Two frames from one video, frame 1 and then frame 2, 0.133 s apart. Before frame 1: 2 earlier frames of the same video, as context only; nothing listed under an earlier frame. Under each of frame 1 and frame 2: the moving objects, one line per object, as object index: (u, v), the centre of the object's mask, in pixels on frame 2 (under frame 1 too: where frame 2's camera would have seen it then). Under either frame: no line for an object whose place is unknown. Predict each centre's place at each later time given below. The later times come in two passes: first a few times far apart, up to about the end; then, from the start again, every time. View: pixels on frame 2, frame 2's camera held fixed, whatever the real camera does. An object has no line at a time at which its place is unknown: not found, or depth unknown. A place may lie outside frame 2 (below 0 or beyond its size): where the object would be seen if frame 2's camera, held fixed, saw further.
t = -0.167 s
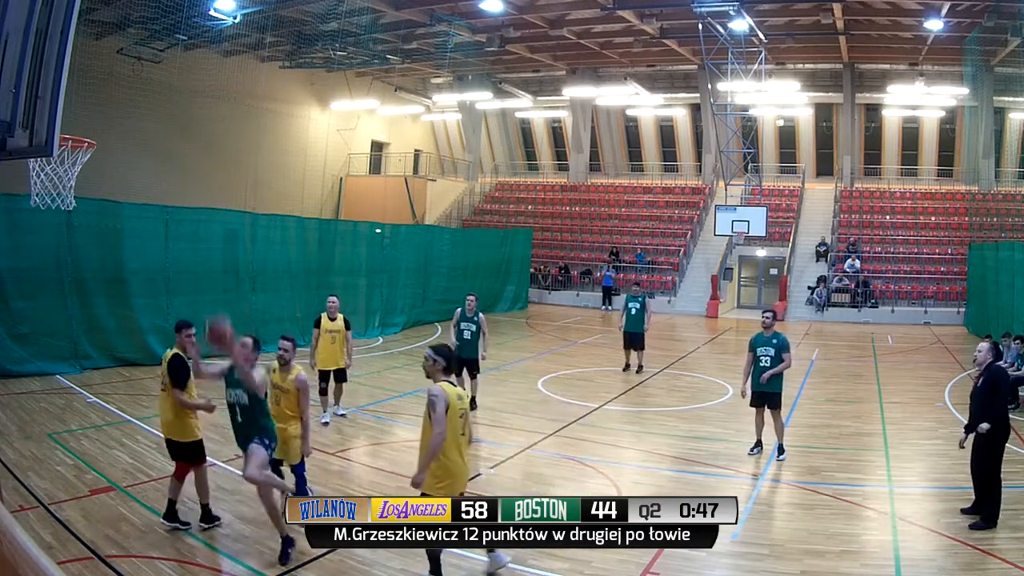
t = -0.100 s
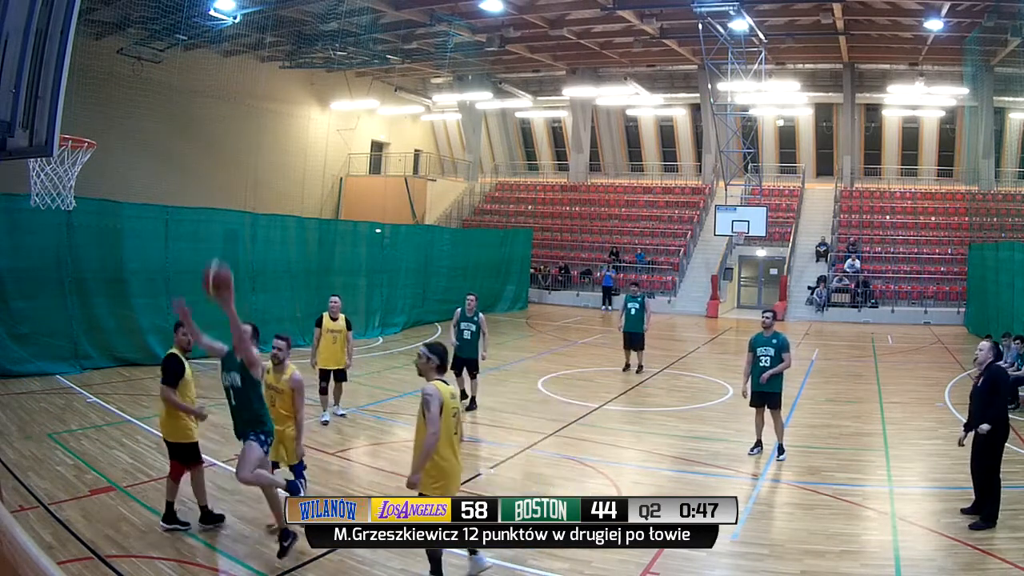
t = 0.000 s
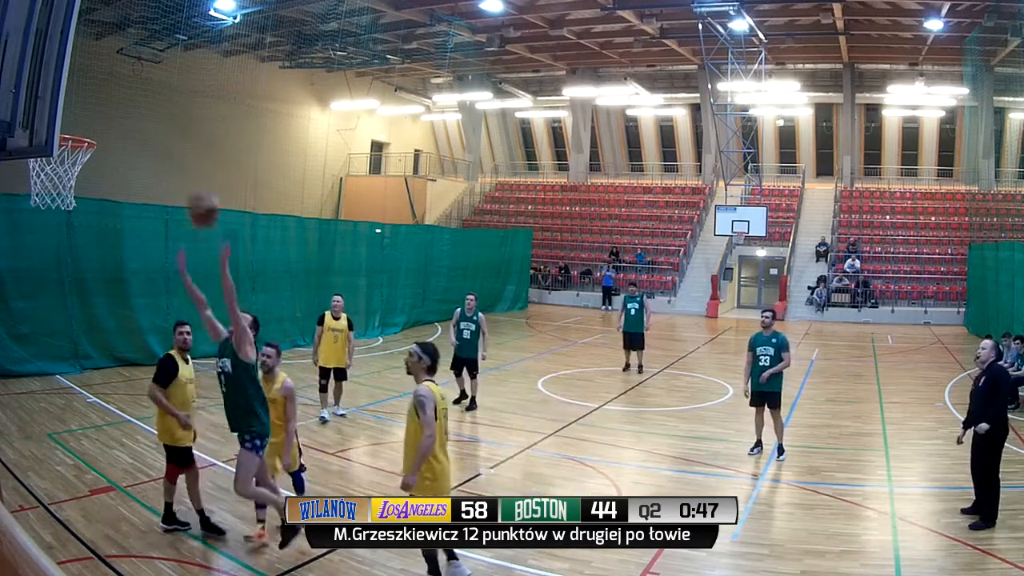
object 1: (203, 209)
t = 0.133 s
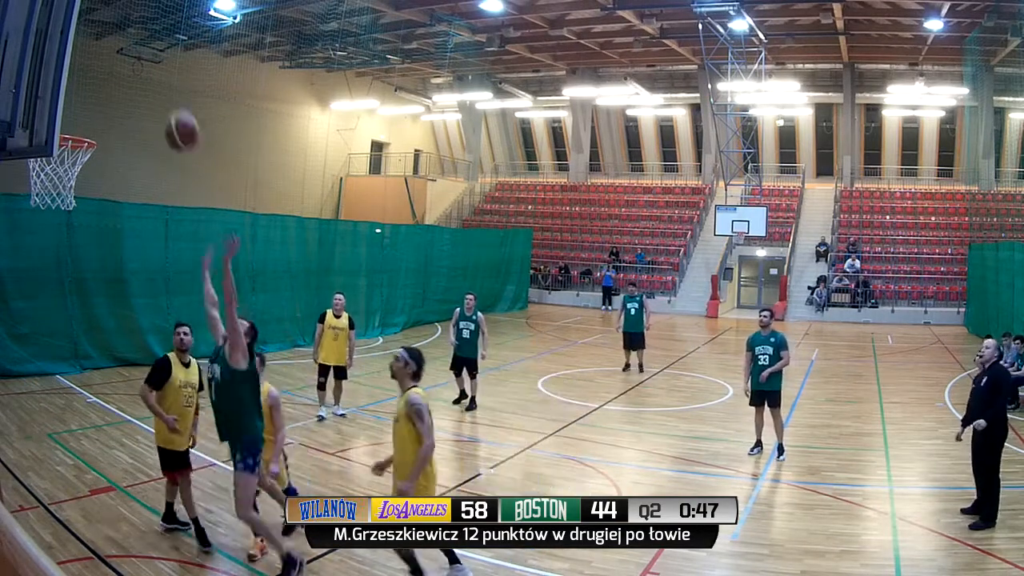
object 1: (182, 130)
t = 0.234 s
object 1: (166, 90)
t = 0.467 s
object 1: (122, 48)
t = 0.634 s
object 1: (85, 69)
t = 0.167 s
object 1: (176, 116)
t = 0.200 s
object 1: (170, 102)
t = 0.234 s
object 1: (166, 90)
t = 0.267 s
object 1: (162, 80)
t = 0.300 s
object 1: (156, 71)
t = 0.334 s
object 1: (149, 63)
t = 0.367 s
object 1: (144, 56)
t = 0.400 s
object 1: (137, 52)
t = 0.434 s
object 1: (131, 47)
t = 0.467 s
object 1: (122, 48)
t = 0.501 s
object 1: (115, 49)
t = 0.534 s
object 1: (108, 53)
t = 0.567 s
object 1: (98, 58)
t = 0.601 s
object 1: (90, 66)
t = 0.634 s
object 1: (85, 69)
